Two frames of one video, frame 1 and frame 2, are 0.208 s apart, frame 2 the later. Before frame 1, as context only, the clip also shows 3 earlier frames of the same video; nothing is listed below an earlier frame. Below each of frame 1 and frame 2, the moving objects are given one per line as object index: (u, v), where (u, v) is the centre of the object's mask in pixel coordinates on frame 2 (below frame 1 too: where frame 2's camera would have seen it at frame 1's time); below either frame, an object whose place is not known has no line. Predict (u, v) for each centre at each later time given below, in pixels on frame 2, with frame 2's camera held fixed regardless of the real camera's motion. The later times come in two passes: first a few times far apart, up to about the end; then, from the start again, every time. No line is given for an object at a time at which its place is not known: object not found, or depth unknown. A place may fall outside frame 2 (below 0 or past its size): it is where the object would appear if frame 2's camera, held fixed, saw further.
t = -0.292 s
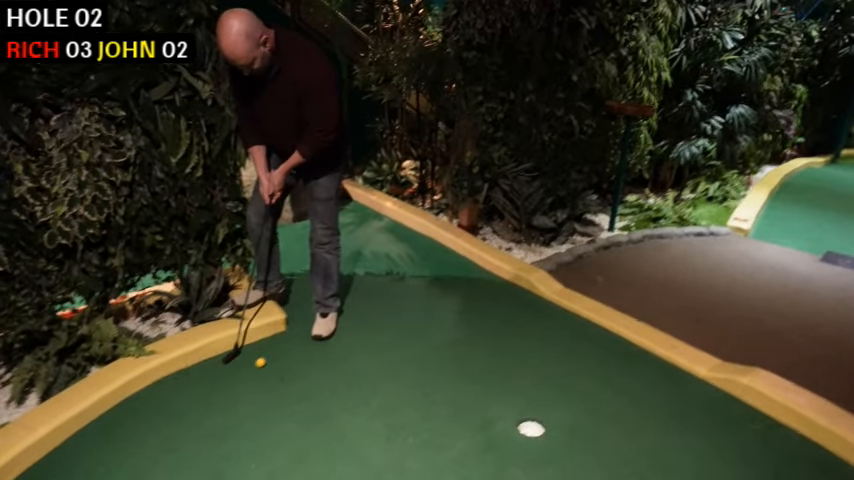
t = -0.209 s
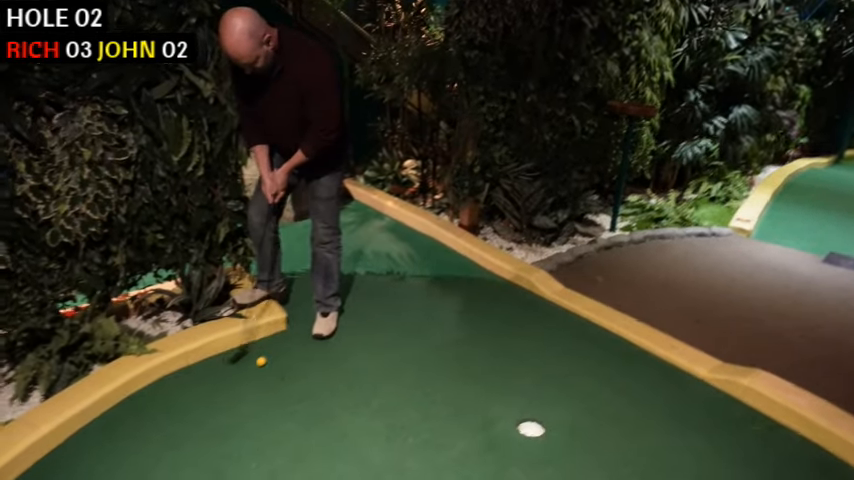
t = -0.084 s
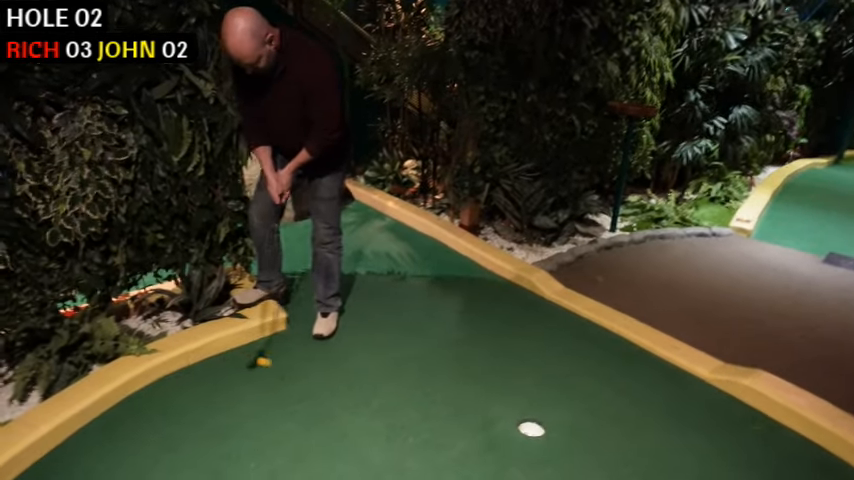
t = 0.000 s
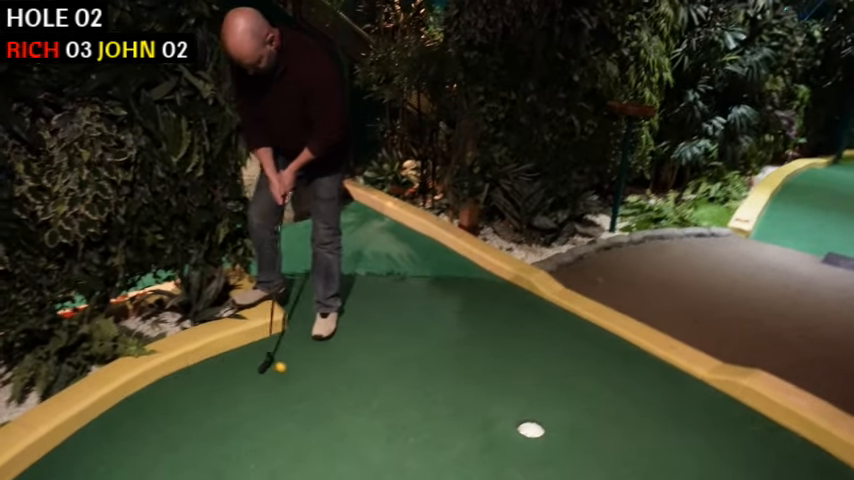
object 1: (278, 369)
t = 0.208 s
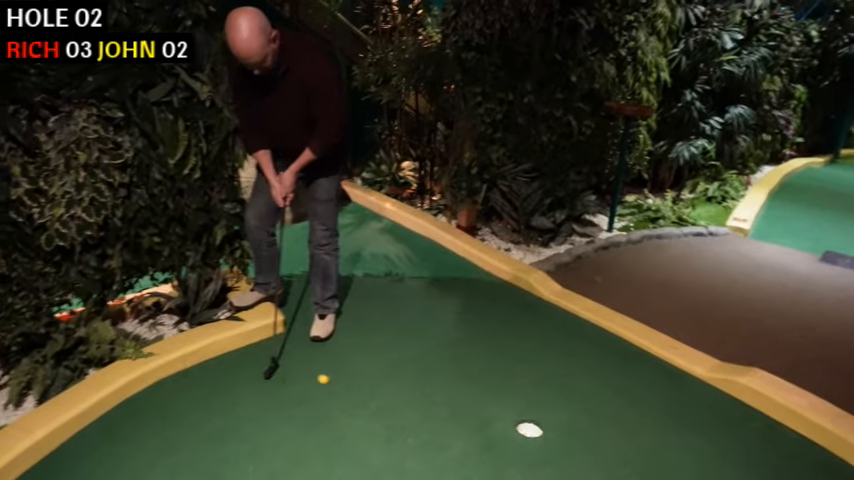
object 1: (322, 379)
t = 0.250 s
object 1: (330, 381)
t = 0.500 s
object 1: (372, 390)
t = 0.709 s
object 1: (405, 396)
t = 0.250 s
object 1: (330, 381)
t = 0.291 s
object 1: (337, 382)
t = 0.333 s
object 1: (344, 384)
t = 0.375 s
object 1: (351, 386)
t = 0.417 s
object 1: (358, 387)
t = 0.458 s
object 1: (365, 389)
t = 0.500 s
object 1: (372, 390)
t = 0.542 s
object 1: (379, 391)
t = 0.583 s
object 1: (385, 392)
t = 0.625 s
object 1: (392, 394)
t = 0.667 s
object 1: (399, 395)
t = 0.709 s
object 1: (405, 396)
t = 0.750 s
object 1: (411, 397)
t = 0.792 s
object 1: (418, 398)
